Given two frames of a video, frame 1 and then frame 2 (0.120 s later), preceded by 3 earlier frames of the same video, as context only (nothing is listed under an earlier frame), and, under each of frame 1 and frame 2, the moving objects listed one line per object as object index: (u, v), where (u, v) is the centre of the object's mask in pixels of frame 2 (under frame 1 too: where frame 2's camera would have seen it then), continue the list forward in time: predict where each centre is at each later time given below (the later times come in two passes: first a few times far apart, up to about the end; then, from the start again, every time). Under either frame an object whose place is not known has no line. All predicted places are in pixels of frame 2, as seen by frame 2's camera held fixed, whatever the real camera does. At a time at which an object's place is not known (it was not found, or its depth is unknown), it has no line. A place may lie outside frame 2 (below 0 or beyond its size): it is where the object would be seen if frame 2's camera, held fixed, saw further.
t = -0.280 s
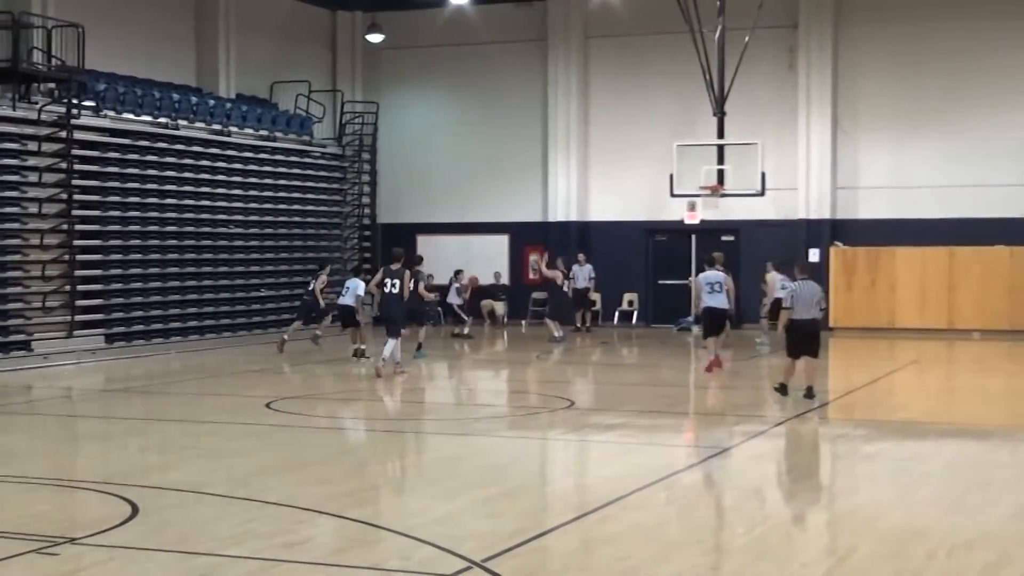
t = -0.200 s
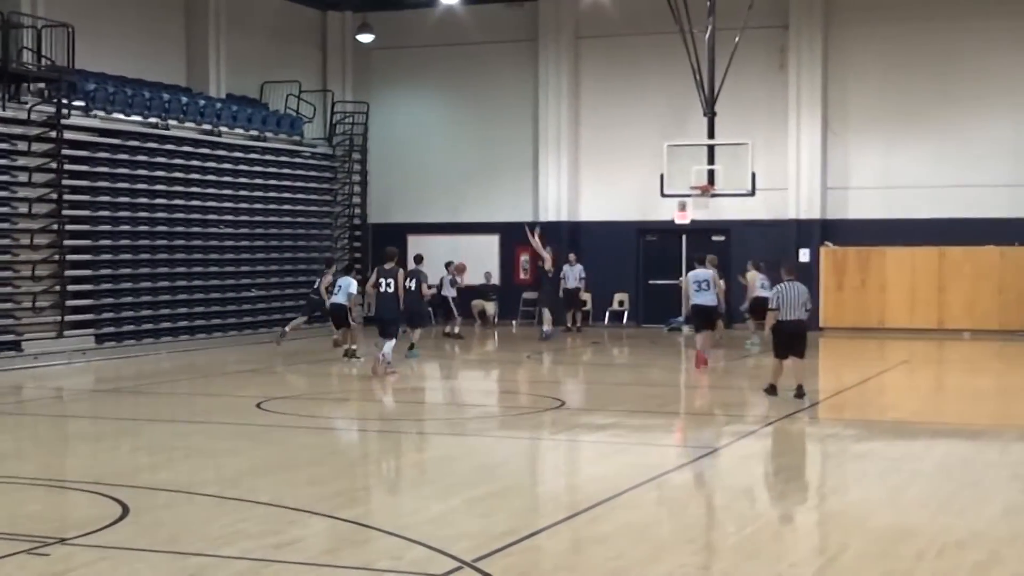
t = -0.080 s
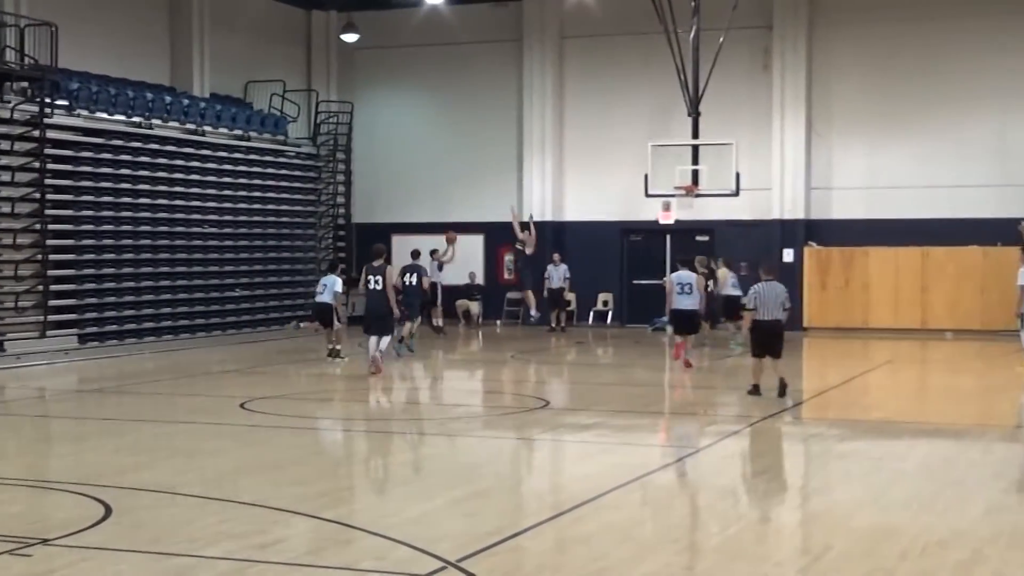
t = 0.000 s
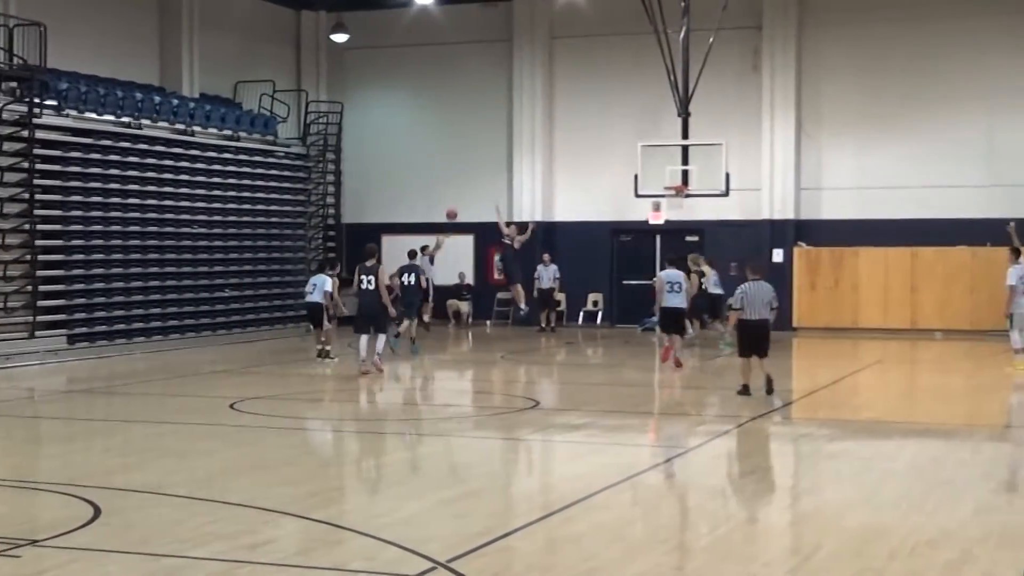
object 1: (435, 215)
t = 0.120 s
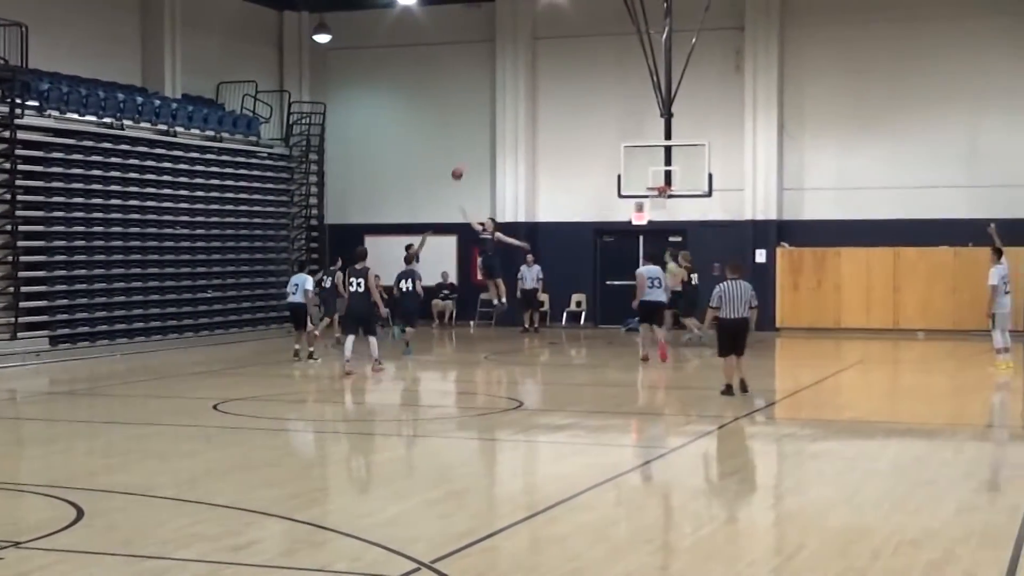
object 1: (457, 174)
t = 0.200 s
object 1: (468, 156)
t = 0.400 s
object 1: (501, 117)
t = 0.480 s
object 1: (515, 107)
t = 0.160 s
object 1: (463, 164)
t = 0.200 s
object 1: (468, 156)
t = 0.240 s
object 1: (476, 145)
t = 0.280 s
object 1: (482, 138)
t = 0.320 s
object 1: (490, 128)
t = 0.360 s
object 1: (496, 123)
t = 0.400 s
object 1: (501, 117)
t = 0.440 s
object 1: (510, 111)
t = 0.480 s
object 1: (515, 107)
